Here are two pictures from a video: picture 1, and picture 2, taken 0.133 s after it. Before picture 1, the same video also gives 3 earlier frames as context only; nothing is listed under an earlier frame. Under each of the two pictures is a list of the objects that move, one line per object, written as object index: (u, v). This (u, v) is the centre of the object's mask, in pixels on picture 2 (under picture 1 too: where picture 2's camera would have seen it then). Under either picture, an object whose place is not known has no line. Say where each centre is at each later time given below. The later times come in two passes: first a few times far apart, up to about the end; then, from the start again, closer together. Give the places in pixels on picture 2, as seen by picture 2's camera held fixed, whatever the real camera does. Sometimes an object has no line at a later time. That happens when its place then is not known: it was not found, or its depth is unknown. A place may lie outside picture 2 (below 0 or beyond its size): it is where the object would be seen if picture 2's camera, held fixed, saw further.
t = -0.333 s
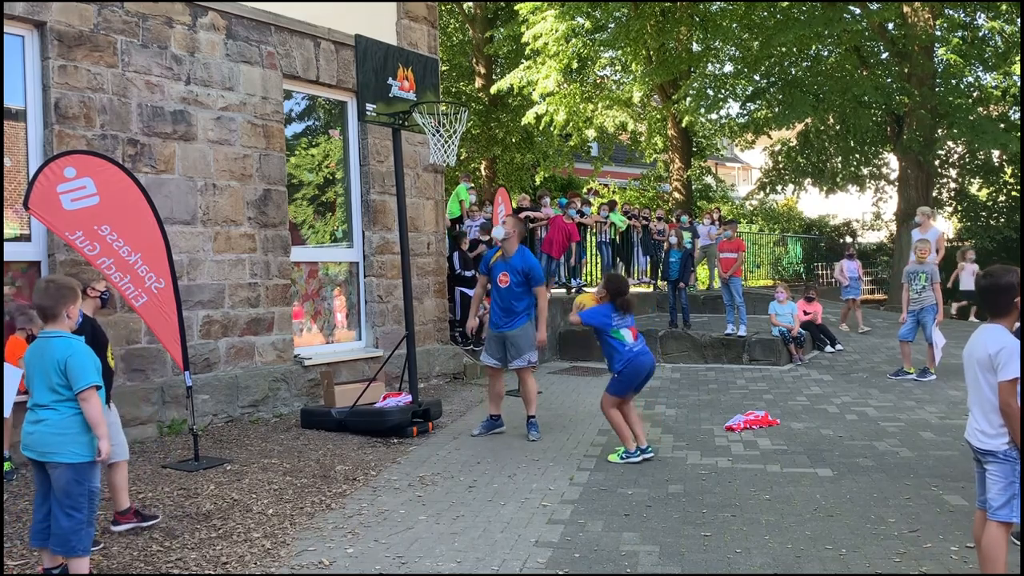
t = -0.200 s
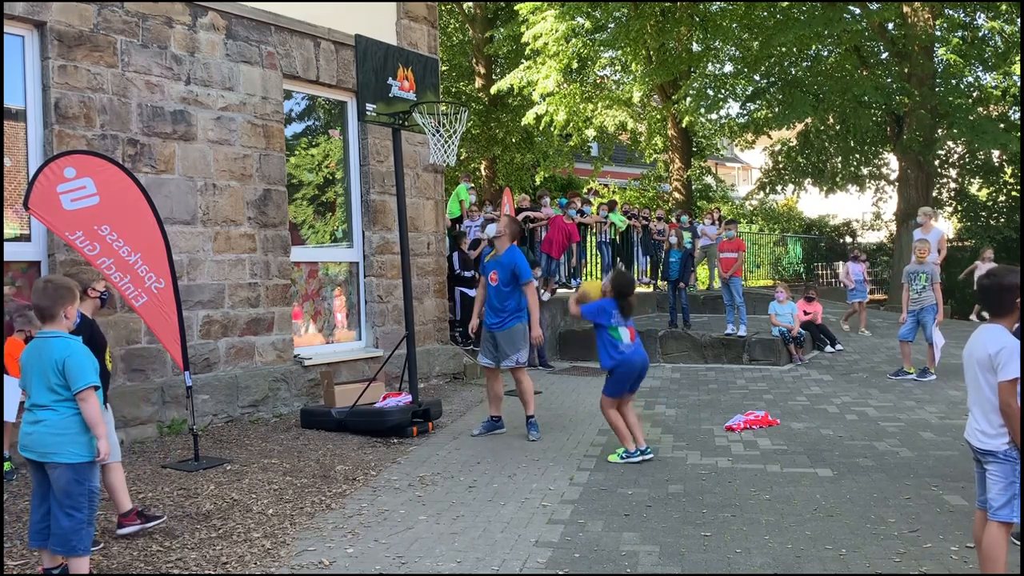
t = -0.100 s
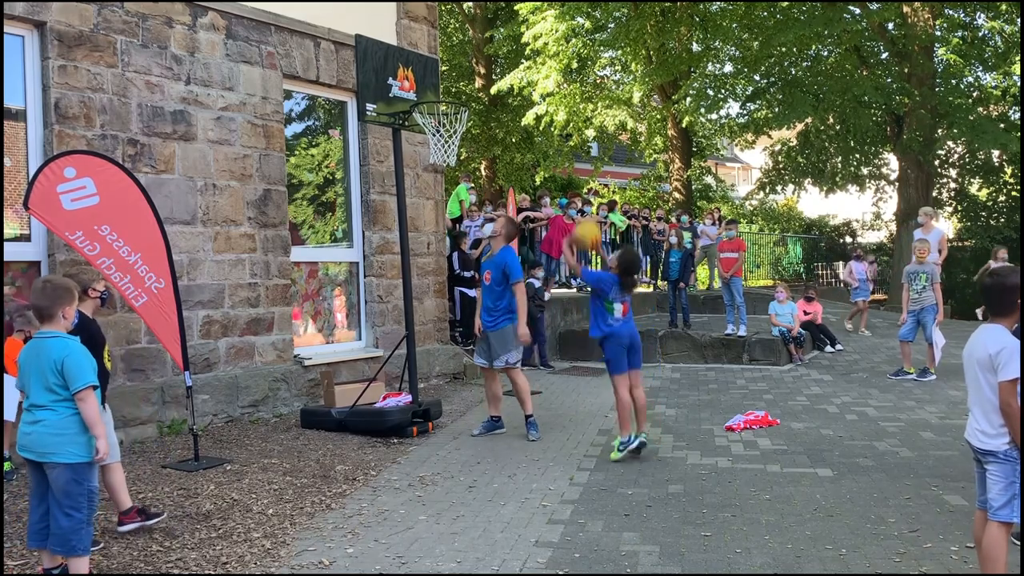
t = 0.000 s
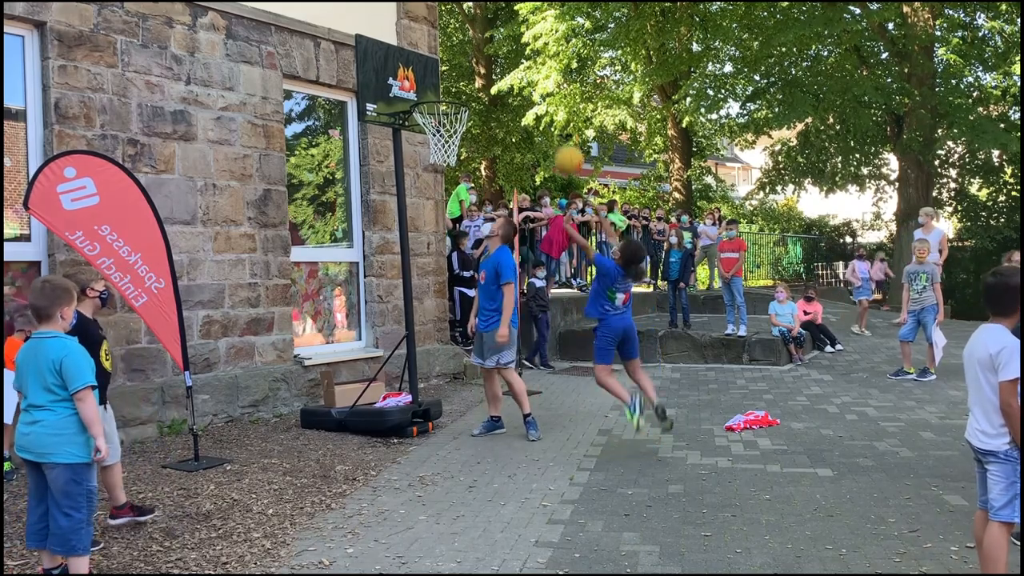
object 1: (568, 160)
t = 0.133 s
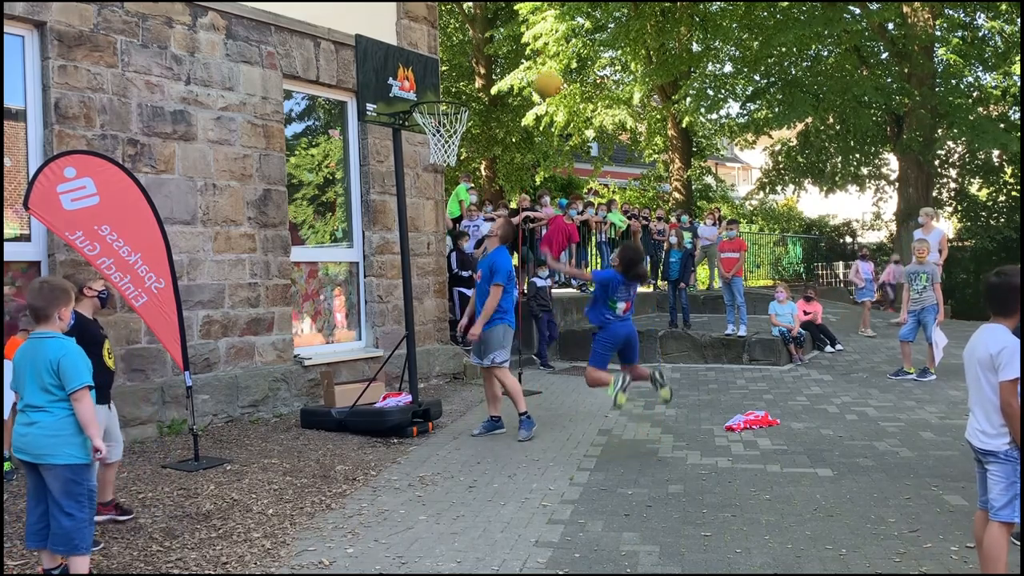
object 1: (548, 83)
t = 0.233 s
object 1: (531, 43)
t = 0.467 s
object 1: (498, 9)
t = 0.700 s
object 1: (470, 33)
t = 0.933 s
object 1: (443, 92)
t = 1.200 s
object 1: (451, 91)
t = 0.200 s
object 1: (536, 54)
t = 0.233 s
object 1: (531, 43)
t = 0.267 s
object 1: (526, 32)
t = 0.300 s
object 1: (520, 24)
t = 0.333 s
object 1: (516, 17)
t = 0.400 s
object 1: (506, 11)
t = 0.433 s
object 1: (502, 10)
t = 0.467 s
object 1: (498, 9)
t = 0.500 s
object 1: (494, 9)
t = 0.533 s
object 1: (489, 9)
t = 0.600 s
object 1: (481, 13)
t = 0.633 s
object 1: (477, 18)
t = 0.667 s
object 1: (474, 24)
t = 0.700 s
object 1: (470, 33)
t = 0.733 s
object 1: (466, 43)
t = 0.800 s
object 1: (460, 66)
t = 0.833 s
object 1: (456, 80)
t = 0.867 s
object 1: (453, 91)
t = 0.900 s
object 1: (448, 91)
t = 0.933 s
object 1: (443, 92)
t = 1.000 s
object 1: (435, 103)
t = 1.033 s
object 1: (433, 105)
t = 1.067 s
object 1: (435, 101)
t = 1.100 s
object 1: (439, 93)
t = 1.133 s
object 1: (443, 91)
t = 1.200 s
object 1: (451, 91)
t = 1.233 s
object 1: (452, 90)
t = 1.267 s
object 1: (453, 88)
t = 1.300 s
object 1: (453, 88)
